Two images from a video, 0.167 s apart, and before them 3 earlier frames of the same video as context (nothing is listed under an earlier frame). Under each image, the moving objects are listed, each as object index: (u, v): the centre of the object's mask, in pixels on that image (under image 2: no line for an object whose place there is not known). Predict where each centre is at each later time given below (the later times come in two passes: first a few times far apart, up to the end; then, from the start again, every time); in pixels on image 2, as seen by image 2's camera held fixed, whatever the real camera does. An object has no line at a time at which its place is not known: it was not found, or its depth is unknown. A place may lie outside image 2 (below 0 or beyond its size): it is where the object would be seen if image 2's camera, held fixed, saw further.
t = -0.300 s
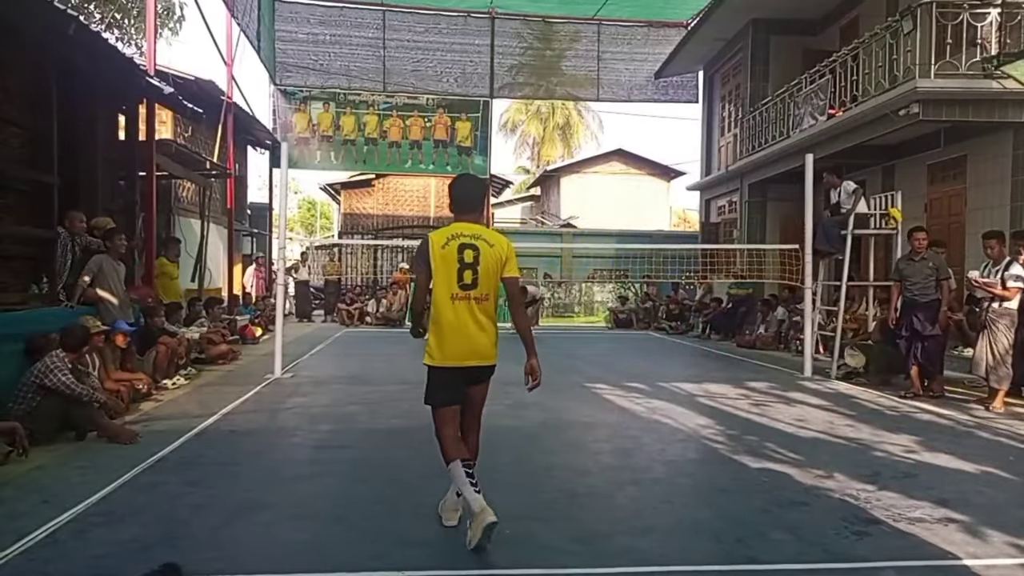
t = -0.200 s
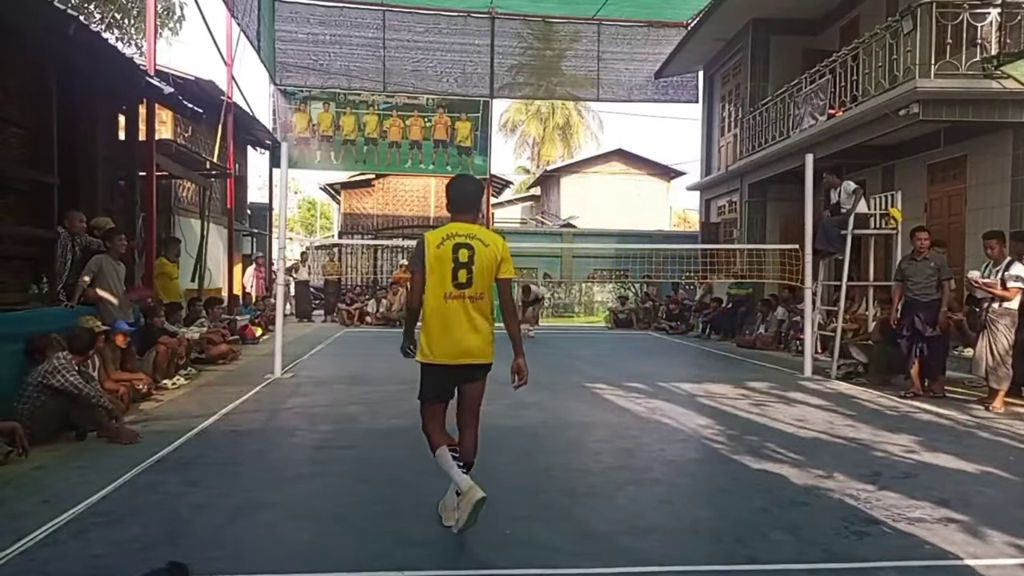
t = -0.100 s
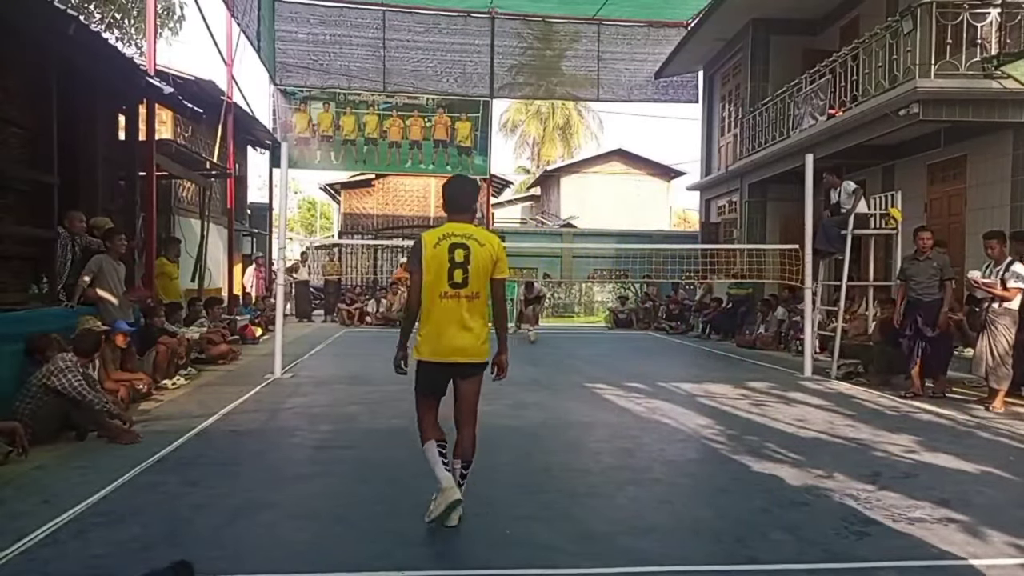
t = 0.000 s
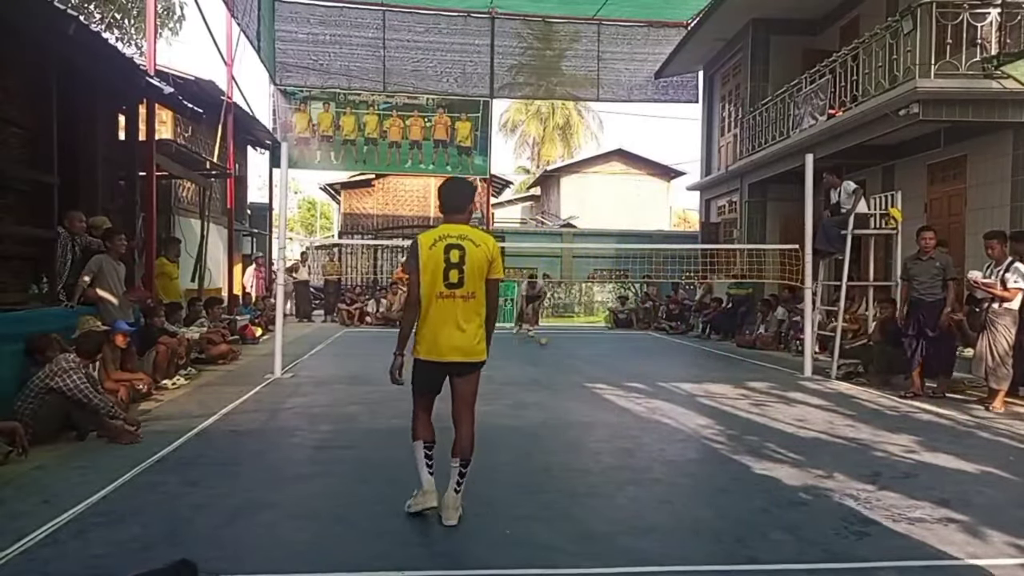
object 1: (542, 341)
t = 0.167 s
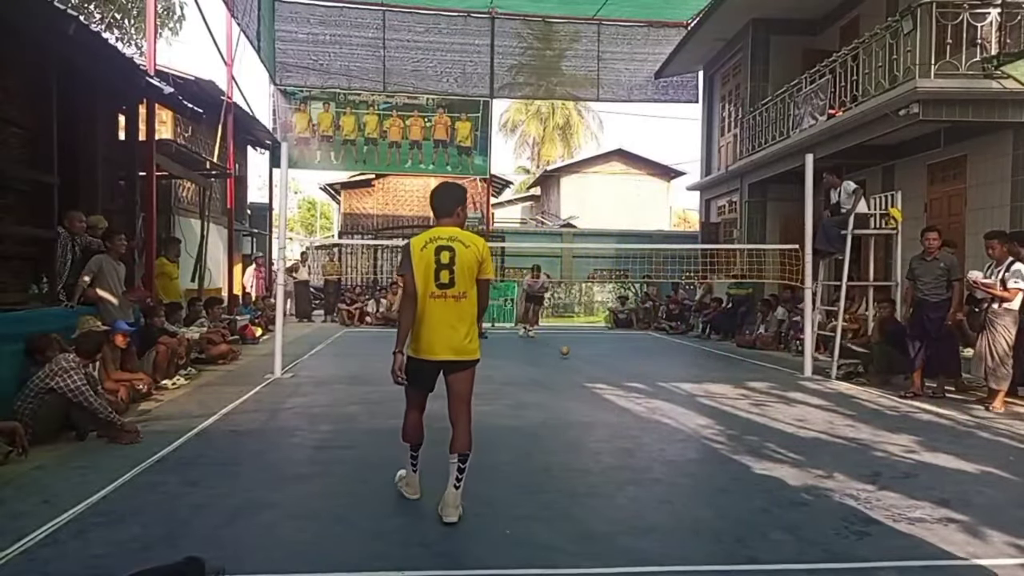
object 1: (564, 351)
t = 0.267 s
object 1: (578, 358)
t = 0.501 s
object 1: (617, 376)
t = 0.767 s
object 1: (675, 398)
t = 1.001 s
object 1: (741, 421)
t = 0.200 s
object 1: (569, 353)
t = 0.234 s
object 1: (573, 356)
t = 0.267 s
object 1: (578, 358)
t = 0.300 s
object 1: (583, 360)
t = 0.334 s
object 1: (588, 362)
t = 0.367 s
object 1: (594, 365)
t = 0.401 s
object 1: (600, 367)
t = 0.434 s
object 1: (605, 369)
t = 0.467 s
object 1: (611, 373)
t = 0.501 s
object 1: (617, 376)
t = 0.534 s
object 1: (624, 378)
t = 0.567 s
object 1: (630, 380)
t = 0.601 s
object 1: (637, 381)
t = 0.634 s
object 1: (644, 383)
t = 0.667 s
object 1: (651, 386)
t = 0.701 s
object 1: (659, 391)
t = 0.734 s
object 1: (666, 396)
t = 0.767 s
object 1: (675, 398)
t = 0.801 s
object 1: (683, 401)
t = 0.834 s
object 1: (692, 405)
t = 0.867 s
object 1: (701, 411)
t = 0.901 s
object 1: (710, 413)
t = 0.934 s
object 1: (720, 414)
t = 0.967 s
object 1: (730, 417)
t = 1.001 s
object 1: (741, 421)
